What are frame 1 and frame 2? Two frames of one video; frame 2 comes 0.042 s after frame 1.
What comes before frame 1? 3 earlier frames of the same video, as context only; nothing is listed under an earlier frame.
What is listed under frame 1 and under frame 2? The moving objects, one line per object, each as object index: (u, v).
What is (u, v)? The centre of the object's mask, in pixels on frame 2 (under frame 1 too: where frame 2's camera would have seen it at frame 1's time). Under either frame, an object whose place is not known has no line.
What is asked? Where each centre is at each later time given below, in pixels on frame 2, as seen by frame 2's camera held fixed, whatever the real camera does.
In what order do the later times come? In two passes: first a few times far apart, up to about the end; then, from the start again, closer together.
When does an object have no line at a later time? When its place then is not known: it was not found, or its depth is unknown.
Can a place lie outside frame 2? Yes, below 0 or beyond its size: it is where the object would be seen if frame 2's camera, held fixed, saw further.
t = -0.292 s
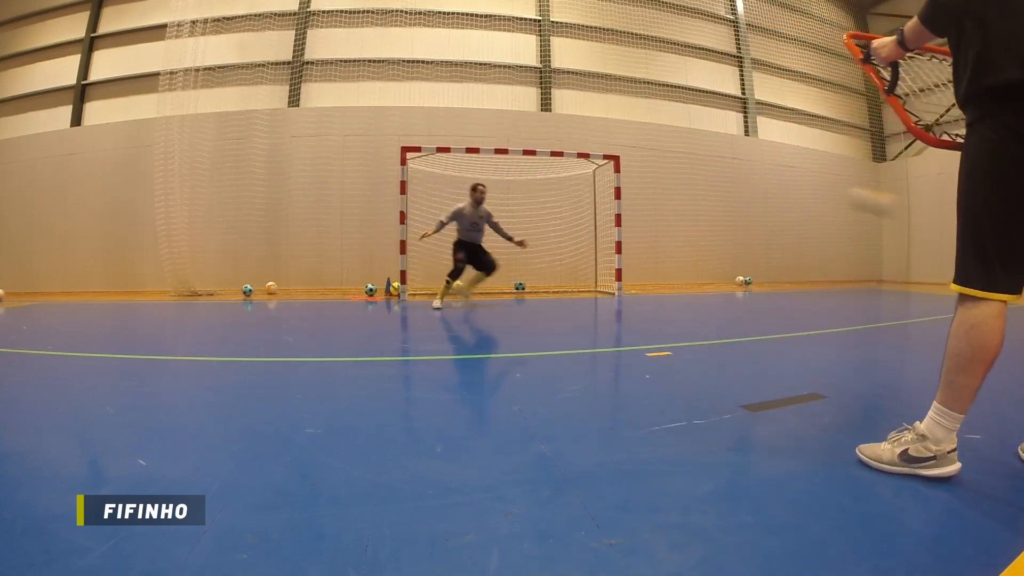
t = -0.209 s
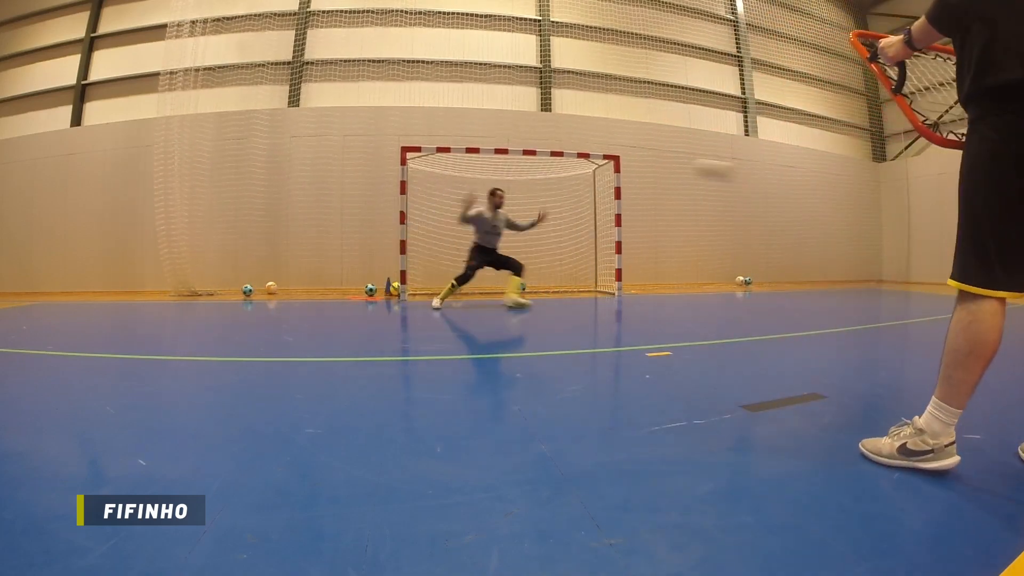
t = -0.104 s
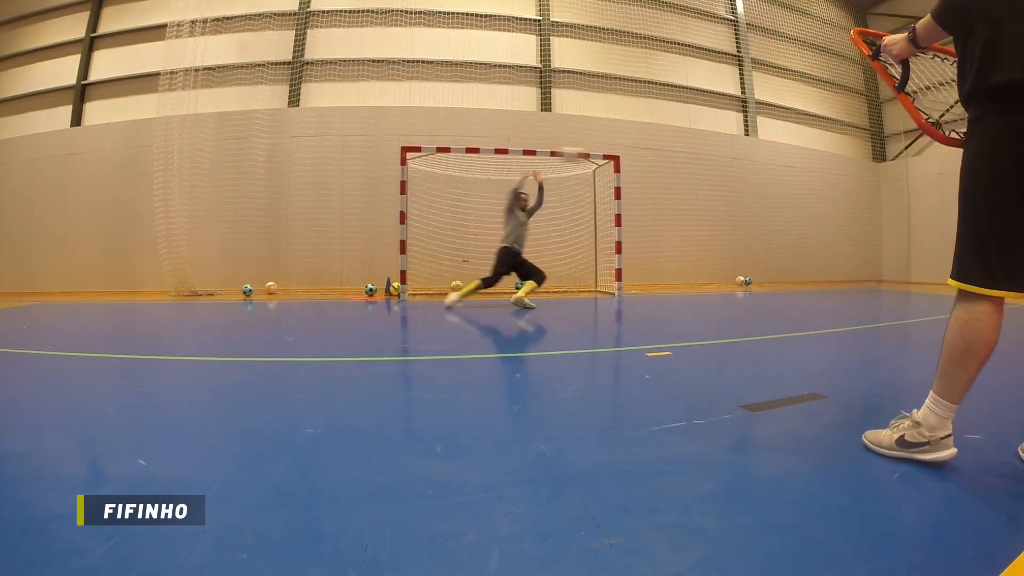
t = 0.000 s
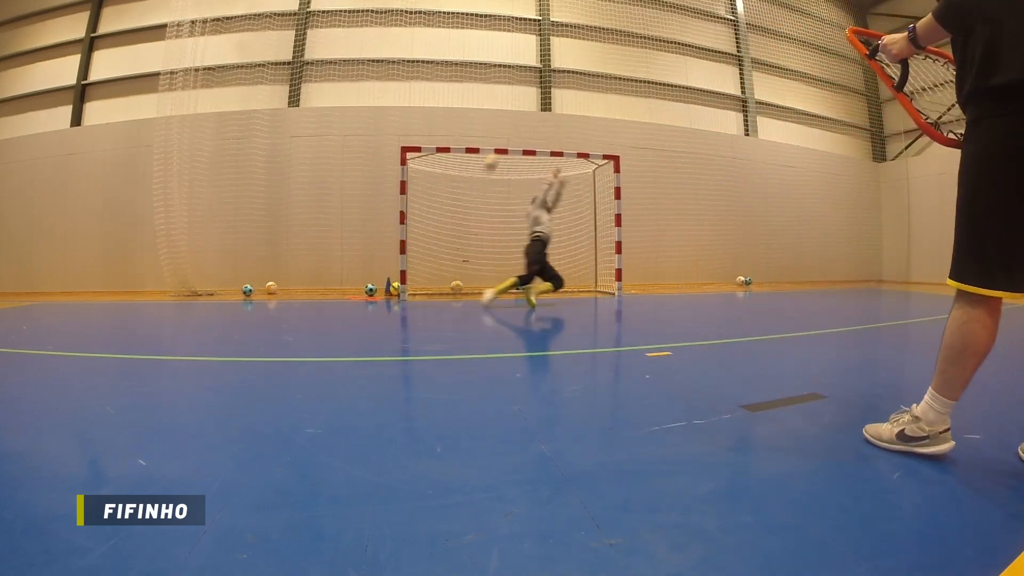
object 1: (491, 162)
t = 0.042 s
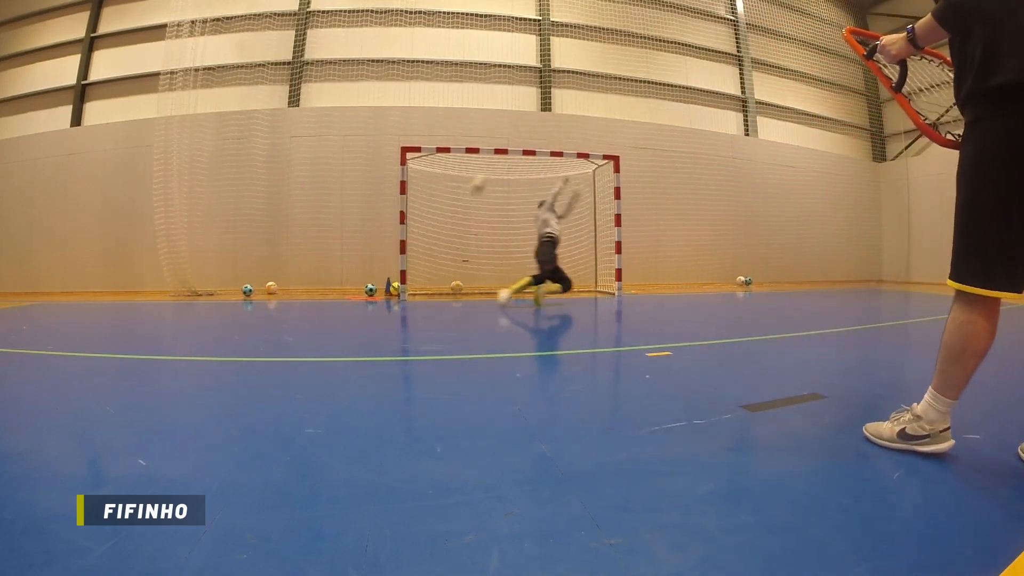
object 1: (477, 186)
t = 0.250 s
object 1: (410, 281)
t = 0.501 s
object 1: (365, 177)
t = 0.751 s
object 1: (296, 110)
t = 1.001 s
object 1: (177, 119)
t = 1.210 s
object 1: (14, 272)
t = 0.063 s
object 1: (471, 196)
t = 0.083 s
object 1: (464, 209)
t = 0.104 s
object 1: (456, 222)
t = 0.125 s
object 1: (449, 236)
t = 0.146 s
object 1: (441, 252)
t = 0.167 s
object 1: (433, 270)
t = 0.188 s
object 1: (425, 285)
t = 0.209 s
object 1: (417, 297)
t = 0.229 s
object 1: (414, 287)
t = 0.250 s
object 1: (410, 281)
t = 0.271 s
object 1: (407, 270)
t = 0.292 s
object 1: (404, 260)
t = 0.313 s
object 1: (401, 252)
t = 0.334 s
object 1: (397, 243)
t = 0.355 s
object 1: (393, 234)
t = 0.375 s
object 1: (389, 225)
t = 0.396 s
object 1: (386, 217)
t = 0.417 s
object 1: (382, 208)
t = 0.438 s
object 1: (378, 200)
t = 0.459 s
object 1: (373, 192)
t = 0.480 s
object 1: (369, 183)
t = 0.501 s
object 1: (365, 177)
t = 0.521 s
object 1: (360, 170)
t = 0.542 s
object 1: (356, 164)
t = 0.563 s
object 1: (350, 157)
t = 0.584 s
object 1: (345, 150)
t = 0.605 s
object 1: (339, 143)
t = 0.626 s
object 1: (335, 138)
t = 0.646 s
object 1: (329, 133)
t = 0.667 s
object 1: (323, 128)
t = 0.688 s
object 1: (317, 124)
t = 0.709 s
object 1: (310, 119)
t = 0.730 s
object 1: (304, 115)
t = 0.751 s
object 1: (296, 110)
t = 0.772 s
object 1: (289, 108)
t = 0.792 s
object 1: (281, 105)
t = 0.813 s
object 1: (272, 104)
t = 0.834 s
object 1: (264, 103)
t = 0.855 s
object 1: (255, 102)
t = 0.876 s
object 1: (246, 101)
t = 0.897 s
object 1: (236, 102)
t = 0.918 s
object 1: (224, 103)
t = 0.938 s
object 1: (212, 105)
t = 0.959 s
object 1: (202, 109)
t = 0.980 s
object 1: (189, 114)
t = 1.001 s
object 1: (177, 119)
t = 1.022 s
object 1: (164, 126)
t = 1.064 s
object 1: (130, 144)
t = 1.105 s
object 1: (97, 171)
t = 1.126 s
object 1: (79, 188)
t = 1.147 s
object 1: (61, 205)
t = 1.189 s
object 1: (25, 250)
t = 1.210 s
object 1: (14, 272)
